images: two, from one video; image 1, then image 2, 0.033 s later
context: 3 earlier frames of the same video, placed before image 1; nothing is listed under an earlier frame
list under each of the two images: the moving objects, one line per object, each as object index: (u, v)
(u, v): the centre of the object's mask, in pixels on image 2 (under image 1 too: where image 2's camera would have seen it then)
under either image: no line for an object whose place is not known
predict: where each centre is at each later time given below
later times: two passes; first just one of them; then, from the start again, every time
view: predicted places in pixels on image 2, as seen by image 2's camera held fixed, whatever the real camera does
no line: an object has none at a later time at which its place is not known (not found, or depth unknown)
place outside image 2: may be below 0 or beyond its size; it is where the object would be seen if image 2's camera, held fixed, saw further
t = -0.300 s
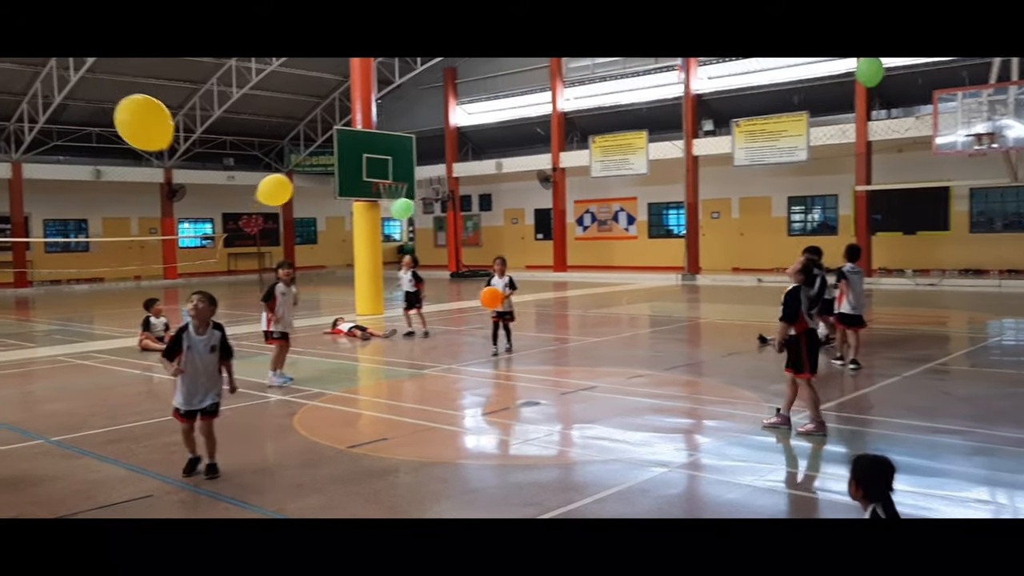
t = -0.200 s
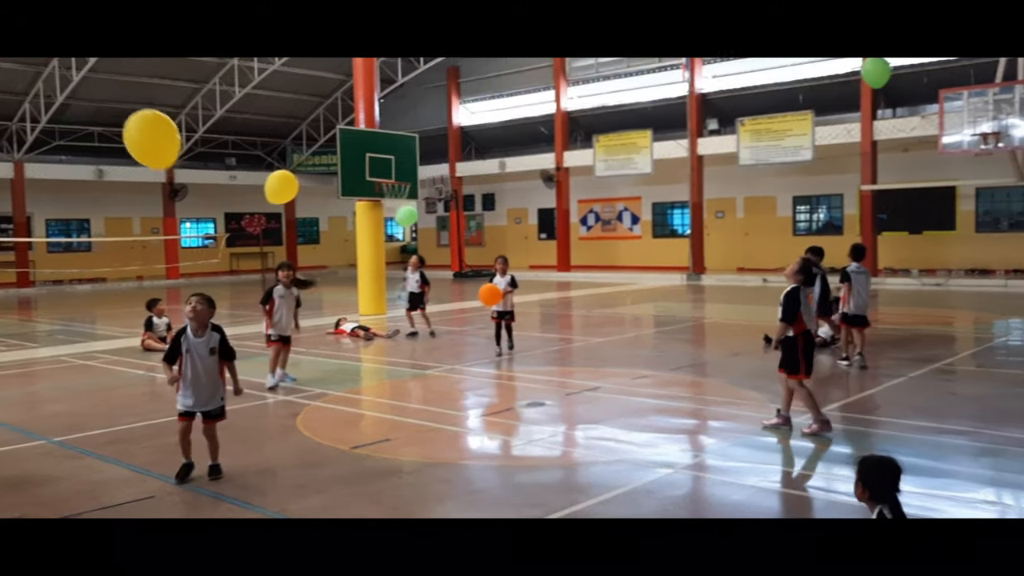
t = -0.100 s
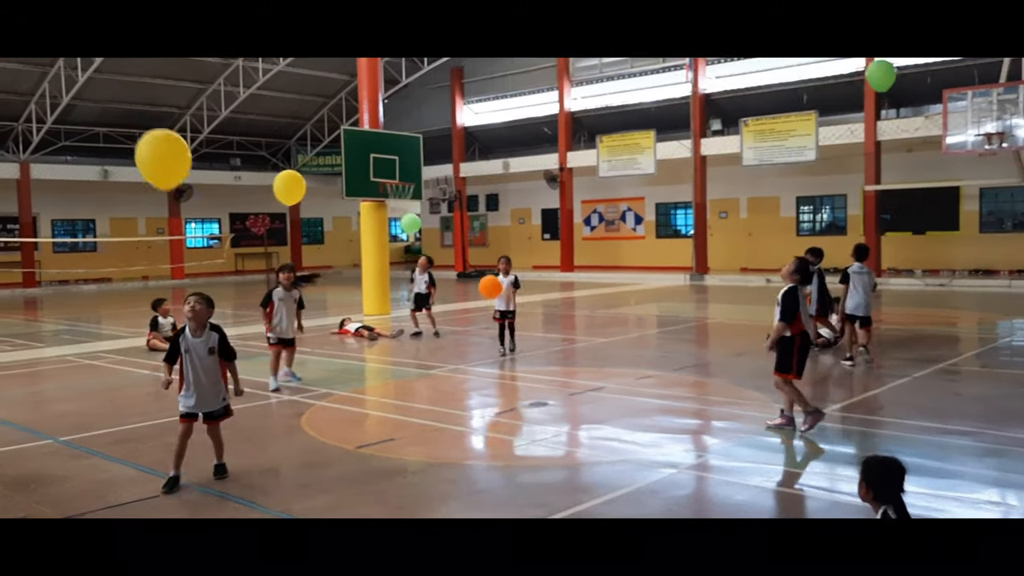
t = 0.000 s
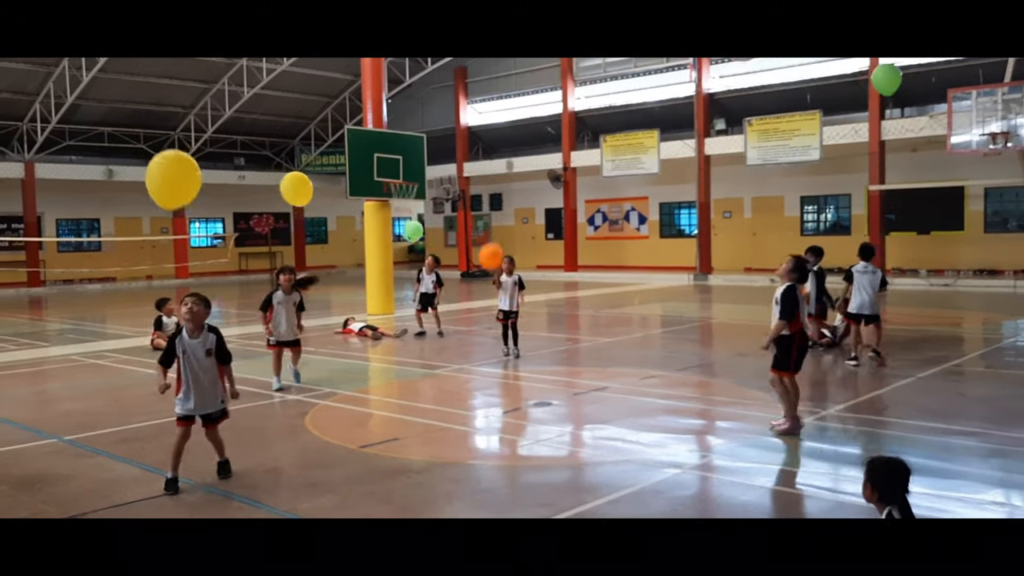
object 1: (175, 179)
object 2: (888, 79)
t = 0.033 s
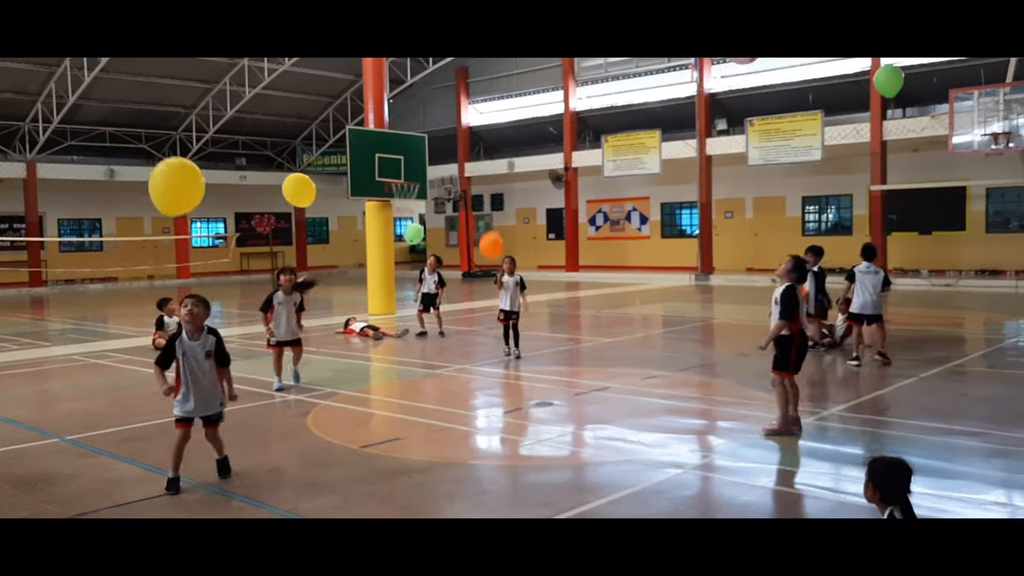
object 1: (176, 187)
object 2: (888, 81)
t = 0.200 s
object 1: (184, 224)
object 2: (890, 90)
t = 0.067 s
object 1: (178, 194)
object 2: (889, 82)
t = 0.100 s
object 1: (179, 201)
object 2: (889, 84)
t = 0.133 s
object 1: (181, 208)
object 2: (890, 86)
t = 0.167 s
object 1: (182, 216)
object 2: (890, 88)
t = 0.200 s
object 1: (184, 224)
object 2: (890, 90)
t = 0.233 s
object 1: (185, 232)
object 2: (891, 92)
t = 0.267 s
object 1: (187, 240)
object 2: (891, 94)
